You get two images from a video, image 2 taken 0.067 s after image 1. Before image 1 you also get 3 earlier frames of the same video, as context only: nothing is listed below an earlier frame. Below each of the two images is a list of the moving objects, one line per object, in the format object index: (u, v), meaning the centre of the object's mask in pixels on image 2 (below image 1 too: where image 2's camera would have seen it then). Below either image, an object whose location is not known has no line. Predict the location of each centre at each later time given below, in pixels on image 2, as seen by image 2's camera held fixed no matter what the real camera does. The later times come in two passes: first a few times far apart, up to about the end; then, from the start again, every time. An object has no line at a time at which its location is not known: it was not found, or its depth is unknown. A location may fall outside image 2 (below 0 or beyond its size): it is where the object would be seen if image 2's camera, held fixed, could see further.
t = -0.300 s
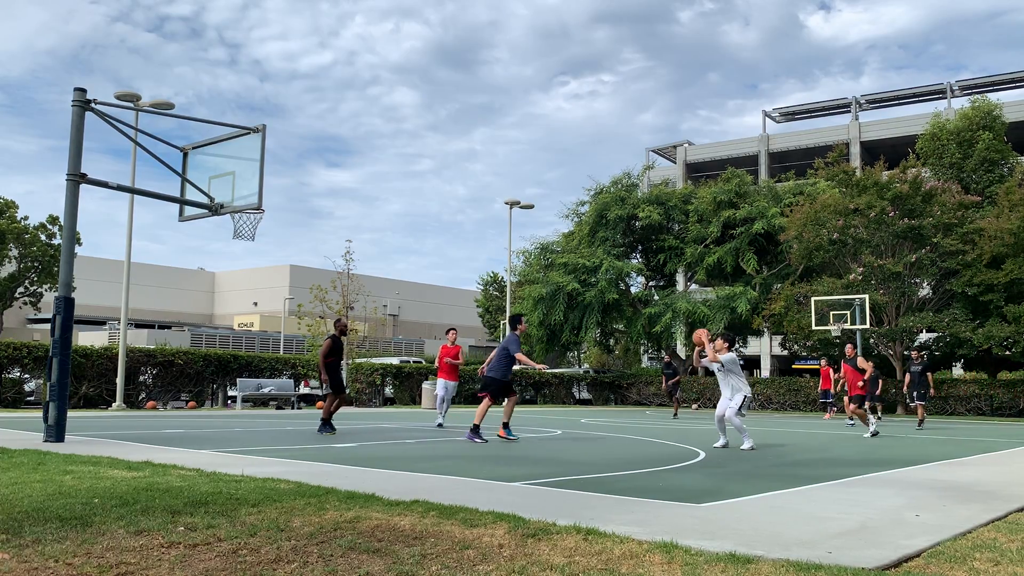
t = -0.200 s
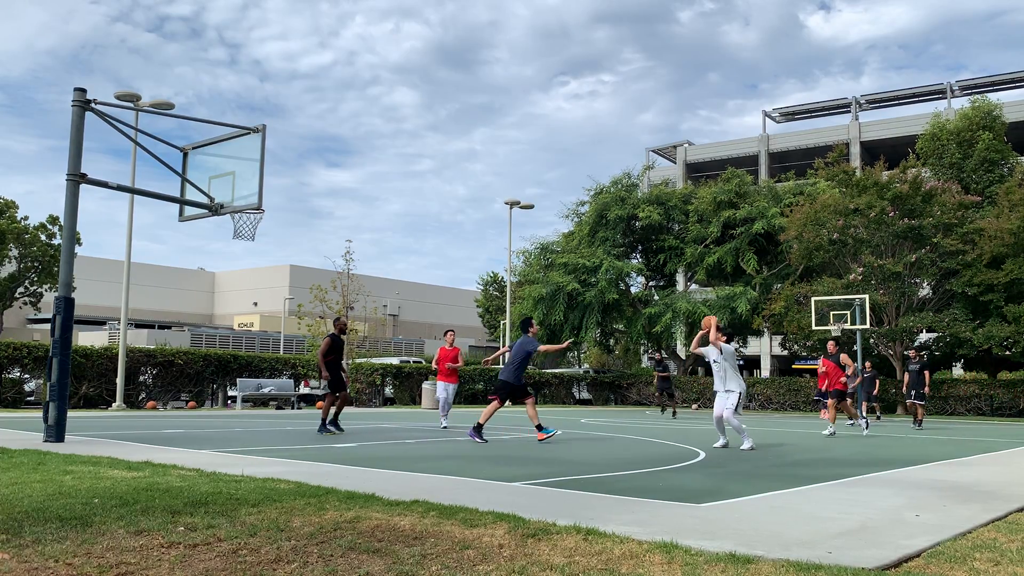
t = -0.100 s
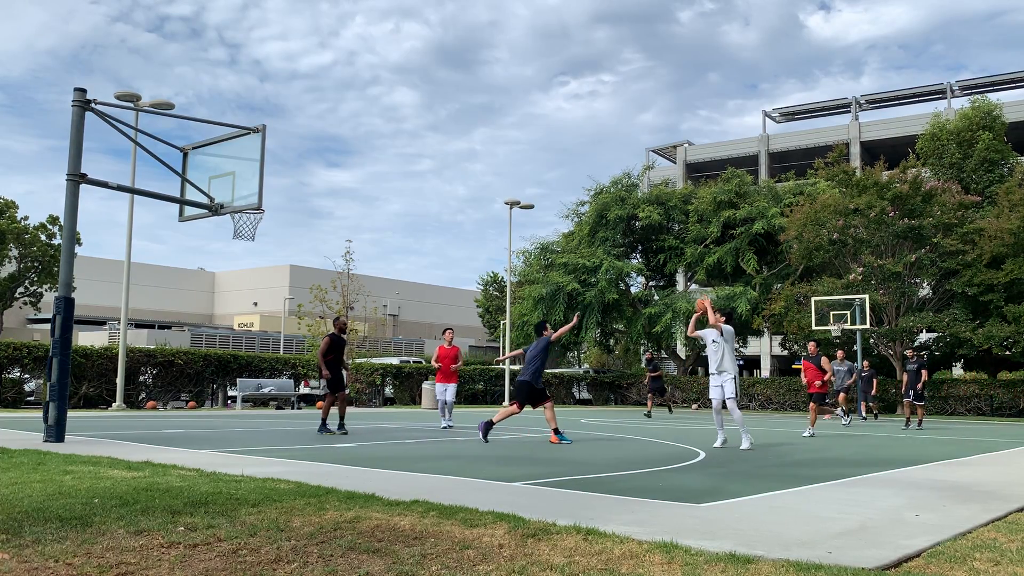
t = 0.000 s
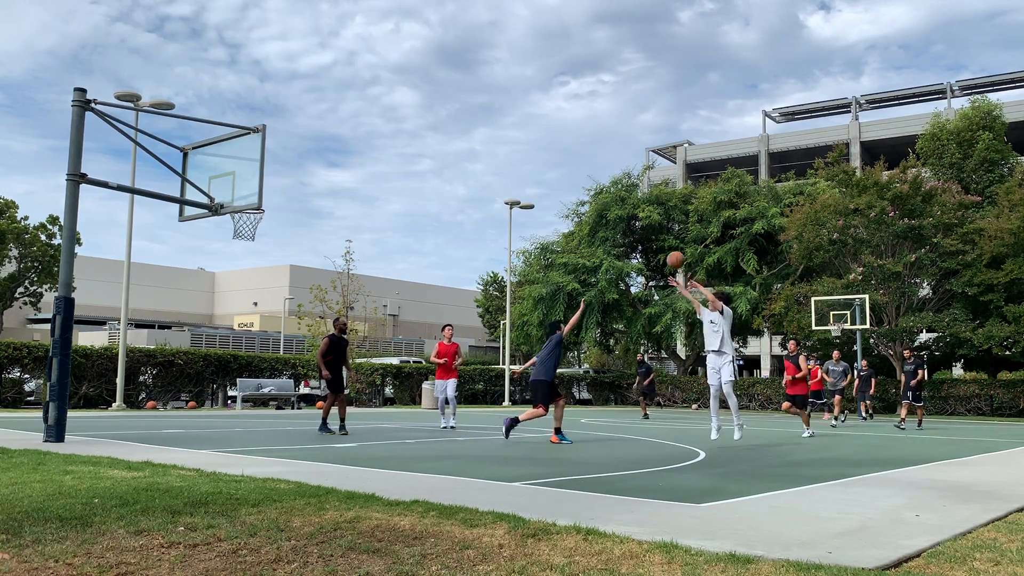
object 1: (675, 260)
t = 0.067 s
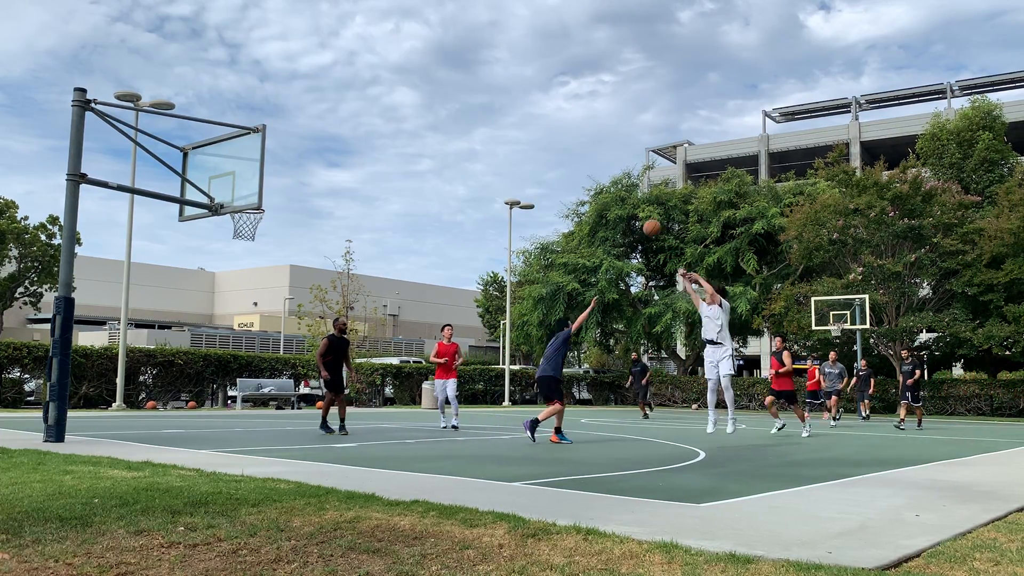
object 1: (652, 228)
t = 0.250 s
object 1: (589, 159)
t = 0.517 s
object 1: (501, 103)
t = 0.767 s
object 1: (420, 95)
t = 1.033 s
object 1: (335, 134)
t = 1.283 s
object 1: (266, 207)
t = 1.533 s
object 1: (269, 210)
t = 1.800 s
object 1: (270, 254)
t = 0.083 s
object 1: (645, 221)
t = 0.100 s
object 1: (640, 213)
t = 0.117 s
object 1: (635, 206)
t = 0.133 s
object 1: (629, 200)
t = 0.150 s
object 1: (623, 194)
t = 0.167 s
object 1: (617, 187)
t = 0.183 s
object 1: (611, 181)
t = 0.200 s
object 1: (606, 176)
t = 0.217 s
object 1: (600, 170)
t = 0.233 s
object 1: (595, 164)
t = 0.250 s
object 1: (589, 159)
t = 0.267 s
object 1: (583, 154)
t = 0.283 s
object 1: (578, 149)
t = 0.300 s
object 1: (572, 145)
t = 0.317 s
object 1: (567, 140)
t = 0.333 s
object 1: (561, 136)
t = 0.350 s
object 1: (555, 132)
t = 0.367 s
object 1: (550, 128)
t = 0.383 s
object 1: (544, 124)
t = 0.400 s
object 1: (539, 121)
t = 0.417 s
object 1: (534, 118)
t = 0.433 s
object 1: (528, 115)
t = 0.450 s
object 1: (523, 112)
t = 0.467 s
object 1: (517, 109)
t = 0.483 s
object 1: (512, 107)
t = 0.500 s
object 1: (506, 105)
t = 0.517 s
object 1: (501, 103)
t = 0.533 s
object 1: (495, 101)
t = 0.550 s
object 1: (490, 99)
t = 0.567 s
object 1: (485, 98)
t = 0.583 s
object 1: (479, 97)
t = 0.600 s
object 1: (474, 95)
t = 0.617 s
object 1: (469, 95)
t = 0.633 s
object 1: (463, 94)
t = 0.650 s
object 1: (458, 94)
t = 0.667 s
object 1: (453, 93)
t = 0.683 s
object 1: (447, 93)
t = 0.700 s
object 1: (442, 93)
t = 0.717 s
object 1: (437, 93)
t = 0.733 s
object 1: (431, 94)
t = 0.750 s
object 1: (426, 94)
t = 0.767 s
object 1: (420, 95)
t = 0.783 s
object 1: (415, 96)
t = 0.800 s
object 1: (410, 97)
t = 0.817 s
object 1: (404, 99)
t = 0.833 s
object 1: (399, 100)
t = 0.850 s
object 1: (394, 102)
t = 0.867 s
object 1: (388, 104)
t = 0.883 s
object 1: (383, 106)
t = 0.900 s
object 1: (378, 109)
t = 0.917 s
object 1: (372, 111)
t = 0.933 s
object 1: (367, 114)
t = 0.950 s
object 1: (362, 117)
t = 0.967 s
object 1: (357, 120)
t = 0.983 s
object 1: (351, 123)
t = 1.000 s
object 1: (346, 127)
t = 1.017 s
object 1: (340, 130)
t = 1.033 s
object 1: (335, 134)
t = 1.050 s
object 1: (330, 138)
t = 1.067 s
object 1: (325, 142)
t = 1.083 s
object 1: (319, 147)
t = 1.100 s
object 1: (314, 151)
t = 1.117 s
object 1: (309, 156)
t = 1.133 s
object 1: (303, 161)
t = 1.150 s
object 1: (298, 166)
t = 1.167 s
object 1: (293, 171)
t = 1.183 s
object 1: (287, 177)
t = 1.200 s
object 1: (282, 183)
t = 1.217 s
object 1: (277, 188)
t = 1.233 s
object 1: (271, 195)
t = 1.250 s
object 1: (268, 201)
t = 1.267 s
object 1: (266, 207)
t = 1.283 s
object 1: (266, 207)
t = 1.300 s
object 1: (266, 205)
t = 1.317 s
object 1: (266, 205)
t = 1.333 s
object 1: (266, 204)
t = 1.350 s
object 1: (266, 204)
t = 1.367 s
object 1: (266, 203)
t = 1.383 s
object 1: (266, 203)
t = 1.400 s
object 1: (267, 203)
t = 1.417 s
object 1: (267, 203)
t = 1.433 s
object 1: (267, 204)
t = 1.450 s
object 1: (268, 204)
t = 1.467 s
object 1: (268, 205)
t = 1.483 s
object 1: (268, 206)
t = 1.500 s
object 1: (268, 207)
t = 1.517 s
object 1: (269, 208)
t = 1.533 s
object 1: (269, 210)
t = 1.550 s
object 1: (269, 212)
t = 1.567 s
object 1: (268, 214)
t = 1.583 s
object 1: (269, 215)
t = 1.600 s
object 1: (269, 218)
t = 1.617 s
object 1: (269, 220)
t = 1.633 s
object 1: (269, 222)
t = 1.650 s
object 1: (269, 225)
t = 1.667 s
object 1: (269, 227)
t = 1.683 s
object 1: (269, 230)
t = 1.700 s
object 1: (270, 233)
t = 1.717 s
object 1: (270, 236)
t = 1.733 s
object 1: (270, 240)
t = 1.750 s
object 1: (270, 243)
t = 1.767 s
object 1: (270, 247)
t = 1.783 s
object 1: (270, 250)
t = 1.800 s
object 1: (270, 254)
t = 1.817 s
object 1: (270, 259)
